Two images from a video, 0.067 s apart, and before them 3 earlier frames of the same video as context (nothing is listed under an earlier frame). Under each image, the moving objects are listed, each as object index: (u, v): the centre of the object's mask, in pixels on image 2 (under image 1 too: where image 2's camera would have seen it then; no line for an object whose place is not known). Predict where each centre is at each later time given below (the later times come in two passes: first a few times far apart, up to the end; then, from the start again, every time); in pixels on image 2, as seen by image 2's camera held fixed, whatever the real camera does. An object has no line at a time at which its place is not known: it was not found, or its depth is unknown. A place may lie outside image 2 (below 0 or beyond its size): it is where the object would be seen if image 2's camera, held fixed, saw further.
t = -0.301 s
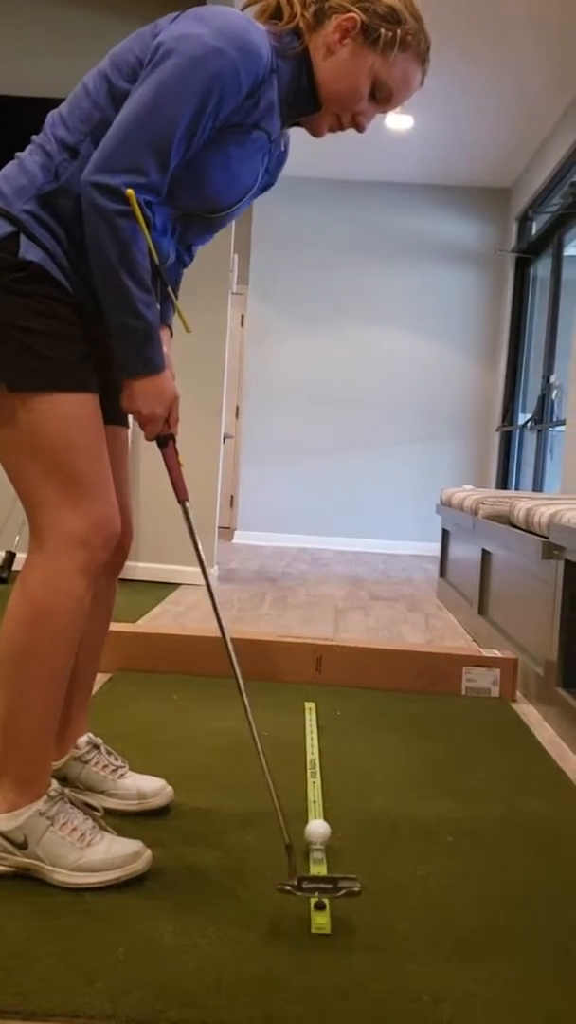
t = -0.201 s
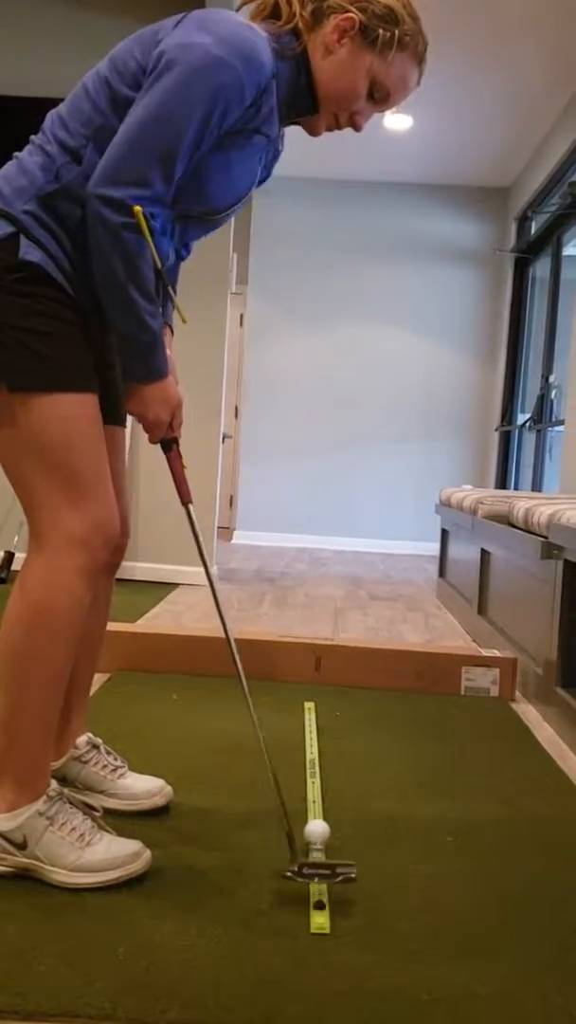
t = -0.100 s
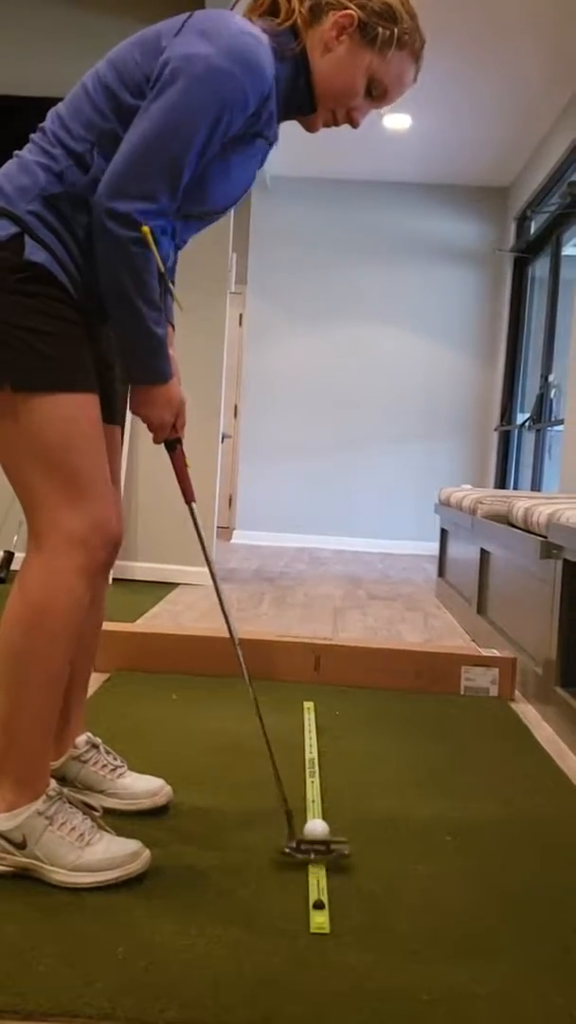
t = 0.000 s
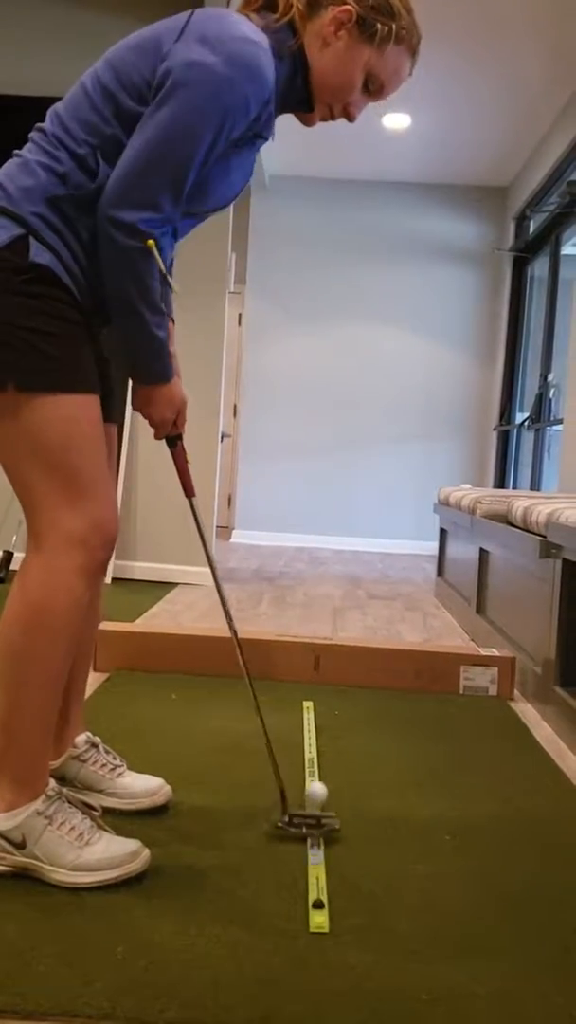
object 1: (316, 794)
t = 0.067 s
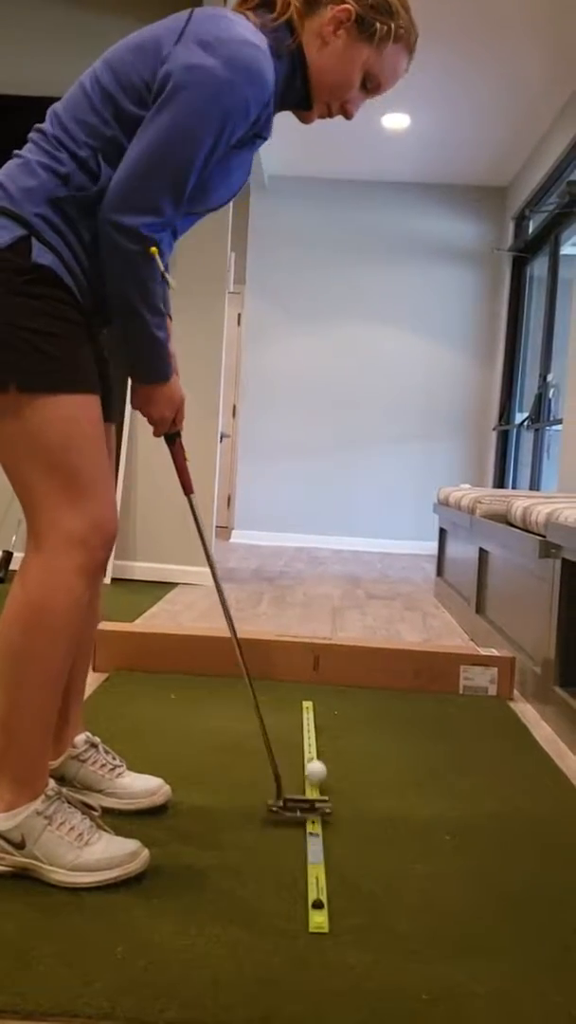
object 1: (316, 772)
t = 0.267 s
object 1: (313, 728)
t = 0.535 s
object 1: (308, 691)
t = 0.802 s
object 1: (303, 680)
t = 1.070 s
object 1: (301, 690)
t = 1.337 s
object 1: (297, 693)
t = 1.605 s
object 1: (292, 690)
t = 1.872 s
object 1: (292, 690)
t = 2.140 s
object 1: (291, 690)
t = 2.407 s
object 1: (291, 690)
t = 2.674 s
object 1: (291, 690)
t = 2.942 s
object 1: (291, 690)
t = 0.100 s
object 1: (315, 763)
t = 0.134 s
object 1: (315, 755)
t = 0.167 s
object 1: (315, 748)
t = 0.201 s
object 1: (314, 741)
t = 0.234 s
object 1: (314, 734)
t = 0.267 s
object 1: (313, 728)
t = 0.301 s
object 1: (313, 722)
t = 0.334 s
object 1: (312, 717)
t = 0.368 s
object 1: (311, 711)
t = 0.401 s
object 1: (311, 706)
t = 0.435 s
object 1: (310, 702)
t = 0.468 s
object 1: (310, 697)
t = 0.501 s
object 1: (309, 694)
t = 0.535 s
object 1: (308, 691)
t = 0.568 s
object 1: (308, 687)
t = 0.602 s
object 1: (307, 683)
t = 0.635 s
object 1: (306, 679)
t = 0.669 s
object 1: (305, 676)
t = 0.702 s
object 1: (305, 674)
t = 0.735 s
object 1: (304, 675)
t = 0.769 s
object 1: (303, 680)
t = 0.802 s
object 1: (303, 680)
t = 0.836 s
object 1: (302, 683)
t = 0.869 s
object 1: (302, 684)
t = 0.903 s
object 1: (301, 685)
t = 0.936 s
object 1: (301, 686)
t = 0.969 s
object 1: (301, 687)
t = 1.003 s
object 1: (301, 688)
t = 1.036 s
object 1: (301, 689)
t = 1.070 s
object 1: (301, 690)
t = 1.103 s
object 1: (301, 691)
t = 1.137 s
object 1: (301, 691)
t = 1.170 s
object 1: (301, 692)
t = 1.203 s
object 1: (301, 692)
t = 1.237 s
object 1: (301, 692)
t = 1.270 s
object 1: (301, 693)
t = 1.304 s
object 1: (300, 693)
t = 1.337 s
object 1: (297, 693)
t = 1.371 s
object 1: (296, 692)
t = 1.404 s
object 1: (295, 692)
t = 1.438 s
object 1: (295, 692)
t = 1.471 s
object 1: (294, 691)
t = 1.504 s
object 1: (293, 691)
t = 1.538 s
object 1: (293, 691)
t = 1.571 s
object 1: (292, 690)
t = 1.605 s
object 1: (292, 690)
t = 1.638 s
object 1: (291, 690)
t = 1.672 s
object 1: (291, 690)
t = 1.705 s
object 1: (292, 690)
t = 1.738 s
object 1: (292, 690)
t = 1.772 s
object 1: (292, 690)
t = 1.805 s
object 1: (291, 690)
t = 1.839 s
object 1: (292, 690)
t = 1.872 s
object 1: (292, 690)
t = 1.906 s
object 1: (291, 690)
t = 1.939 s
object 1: (291, 690)
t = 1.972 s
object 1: (291, 690)
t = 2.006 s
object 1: (291, 690)
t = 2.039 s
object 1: (291, 690)
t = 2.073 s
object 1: (291, 690)
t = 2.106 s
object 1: (291, 690)
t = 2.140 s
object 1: (291, 690)
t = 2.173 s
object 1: (291, 690)
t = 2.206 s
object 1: (291, 690)
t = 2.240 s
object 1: (292, 690)
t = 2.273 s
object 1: (292, 690)
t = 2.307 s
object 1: (292, 690)
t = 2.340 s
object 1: (291, 690)
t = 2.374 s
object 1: (291, 690)
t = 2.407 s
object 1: (291, 690)
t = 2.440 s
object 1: (291, 690)
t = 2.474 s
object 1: (291, 690)
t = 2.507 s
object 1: (291, 690)
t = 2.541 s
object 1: (292, 690)
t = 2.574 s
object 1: (291, 690)
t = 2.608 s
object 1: (291, 690)
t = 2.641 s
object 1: (291, 690)
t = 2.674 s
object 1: (291, 690)
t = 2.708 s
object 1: (291, 690)
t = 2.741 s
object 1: (291, 690)
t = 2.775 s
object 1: (291, 690)
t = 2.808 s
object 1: (291, 690)
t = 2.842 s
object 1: (291, 690)
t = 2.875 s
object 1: (291, 690)
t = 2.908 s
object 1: (291, 690)
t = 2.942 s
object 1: (291, 690)
